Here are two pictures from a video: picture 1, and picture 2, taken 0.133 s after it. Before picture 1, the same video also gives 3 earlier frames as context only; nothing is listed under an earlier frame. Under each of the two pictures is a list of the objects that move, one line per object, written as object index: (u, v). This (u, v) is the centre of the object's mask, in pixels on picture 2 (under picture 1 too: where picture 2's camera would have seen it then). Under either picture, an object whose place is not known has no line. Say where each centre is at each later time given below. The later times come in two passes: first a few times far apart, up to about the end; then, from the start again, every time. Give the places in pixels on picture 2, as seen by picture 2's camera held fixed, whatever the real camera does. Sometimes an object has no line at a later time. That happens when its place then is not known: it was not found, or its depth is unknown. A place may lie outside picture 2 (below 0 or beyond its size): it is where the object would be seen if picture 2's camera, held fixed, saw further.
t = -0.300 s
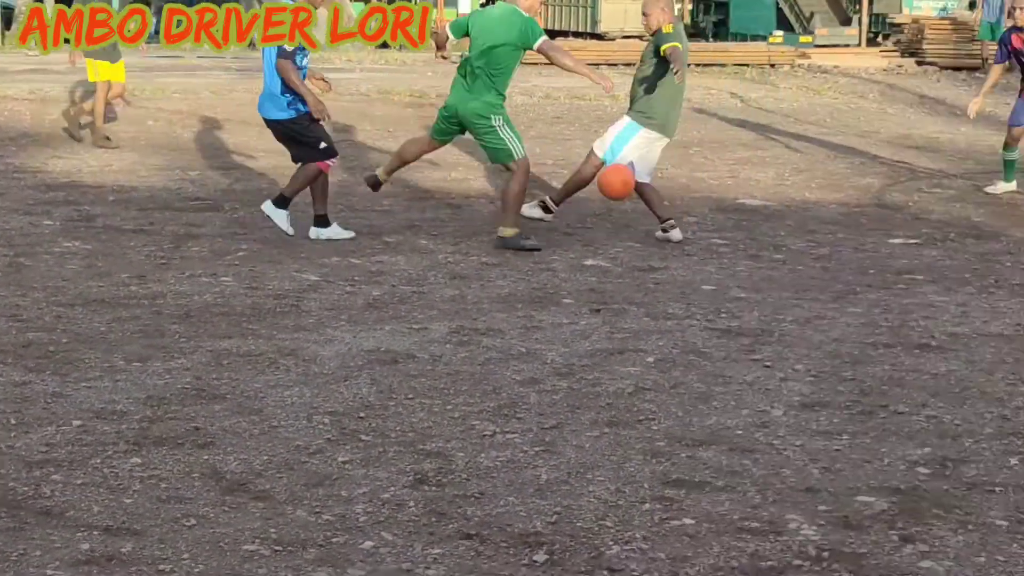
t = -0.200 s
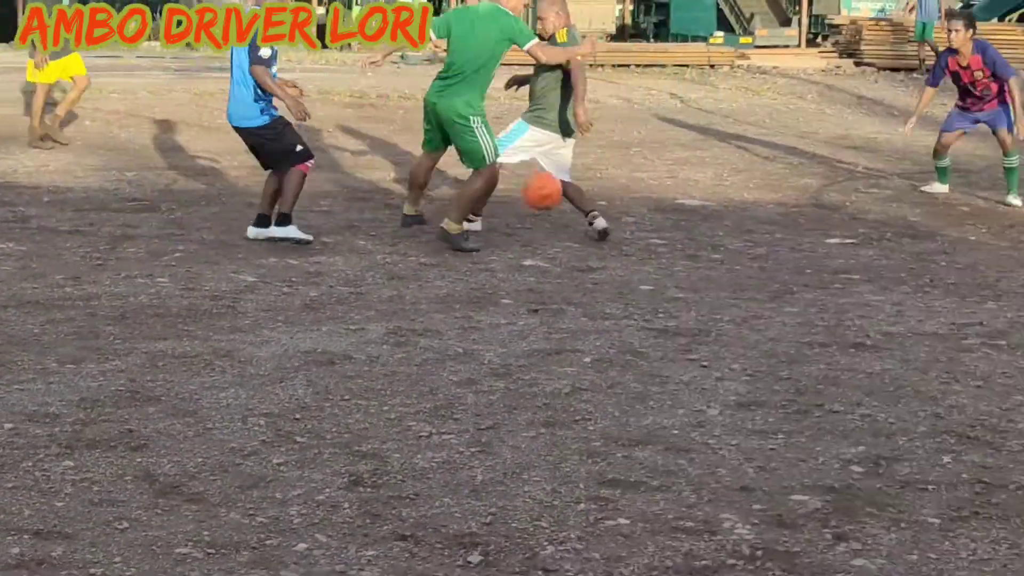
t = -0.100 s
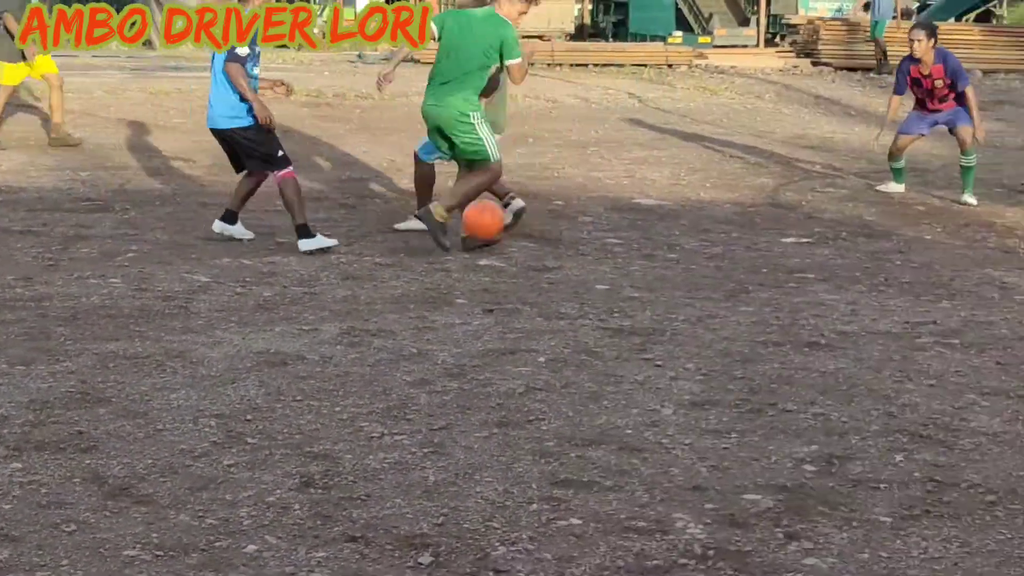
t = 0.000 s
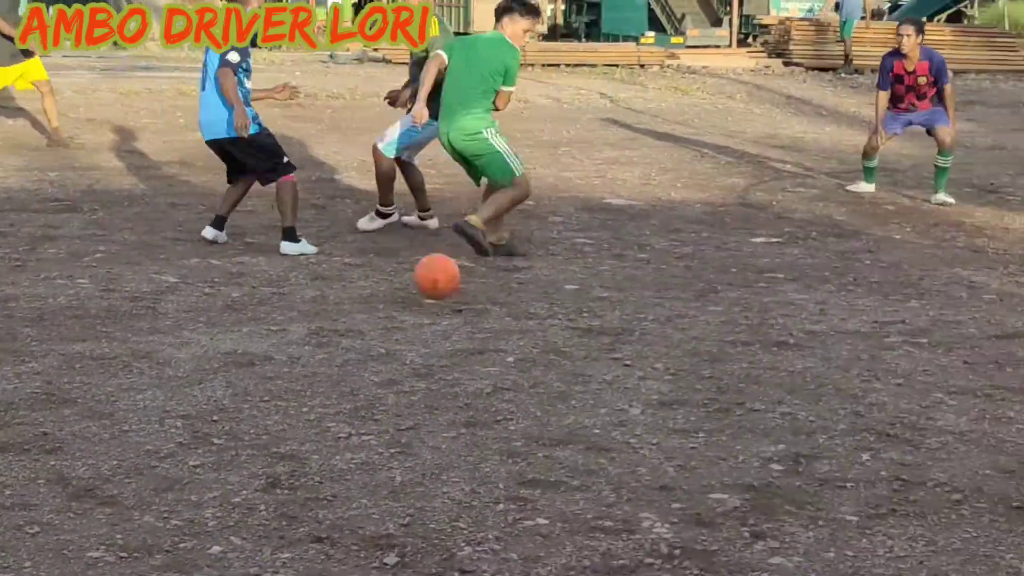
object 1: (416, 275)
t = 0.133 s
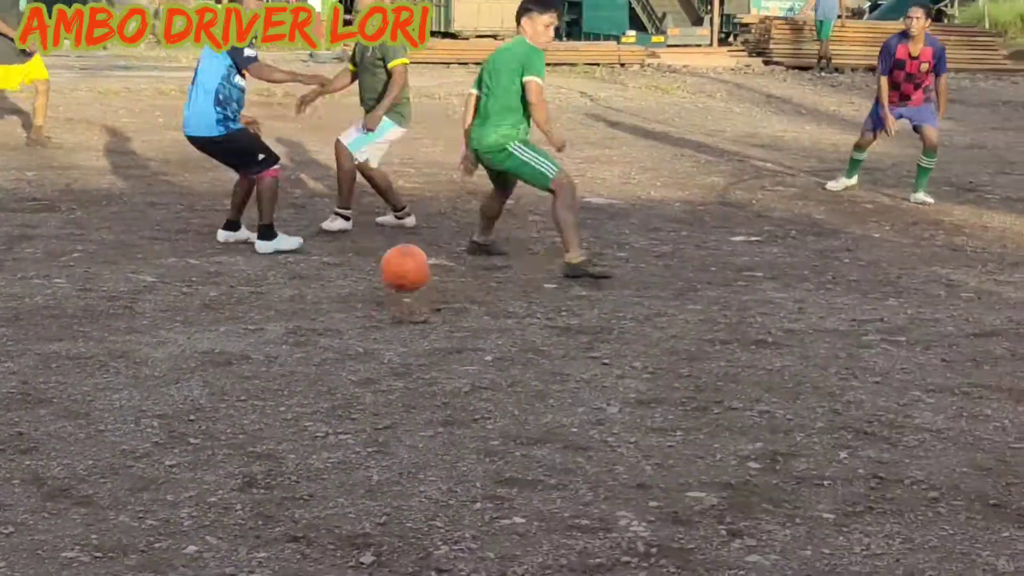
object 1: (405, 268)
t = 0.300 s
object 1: (391, 262)
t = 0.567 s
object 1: (387, 349)
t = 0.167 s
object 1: (401, 261)
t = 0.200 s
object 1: (399, 257)
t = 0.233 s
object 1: (397, 257)
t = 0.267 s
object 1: (394, 258)
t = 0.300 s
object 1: (391, 262)
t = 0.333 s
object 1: (388, 269)
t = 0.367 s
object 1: (385, 280)
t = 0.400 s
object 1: (383, 294)
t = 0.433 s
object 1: (379, 311)
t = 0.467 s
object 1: (376, 331)
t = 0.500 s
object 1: (374, 353)
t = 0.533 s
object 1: (379, 350)
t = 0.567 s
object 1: (387, 349)
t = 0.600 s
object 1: (394, 352)
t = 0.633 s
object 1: (400, 357)
